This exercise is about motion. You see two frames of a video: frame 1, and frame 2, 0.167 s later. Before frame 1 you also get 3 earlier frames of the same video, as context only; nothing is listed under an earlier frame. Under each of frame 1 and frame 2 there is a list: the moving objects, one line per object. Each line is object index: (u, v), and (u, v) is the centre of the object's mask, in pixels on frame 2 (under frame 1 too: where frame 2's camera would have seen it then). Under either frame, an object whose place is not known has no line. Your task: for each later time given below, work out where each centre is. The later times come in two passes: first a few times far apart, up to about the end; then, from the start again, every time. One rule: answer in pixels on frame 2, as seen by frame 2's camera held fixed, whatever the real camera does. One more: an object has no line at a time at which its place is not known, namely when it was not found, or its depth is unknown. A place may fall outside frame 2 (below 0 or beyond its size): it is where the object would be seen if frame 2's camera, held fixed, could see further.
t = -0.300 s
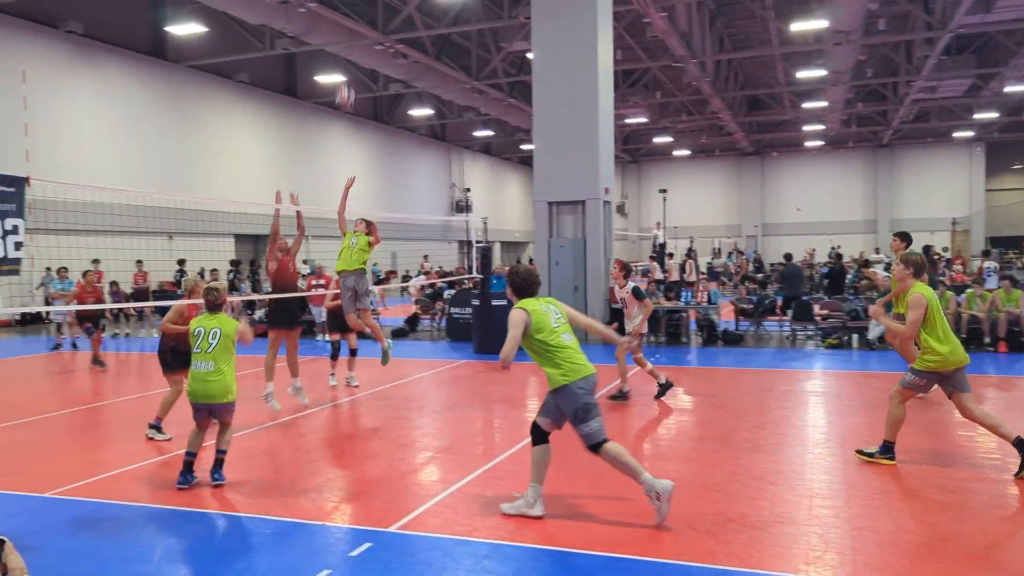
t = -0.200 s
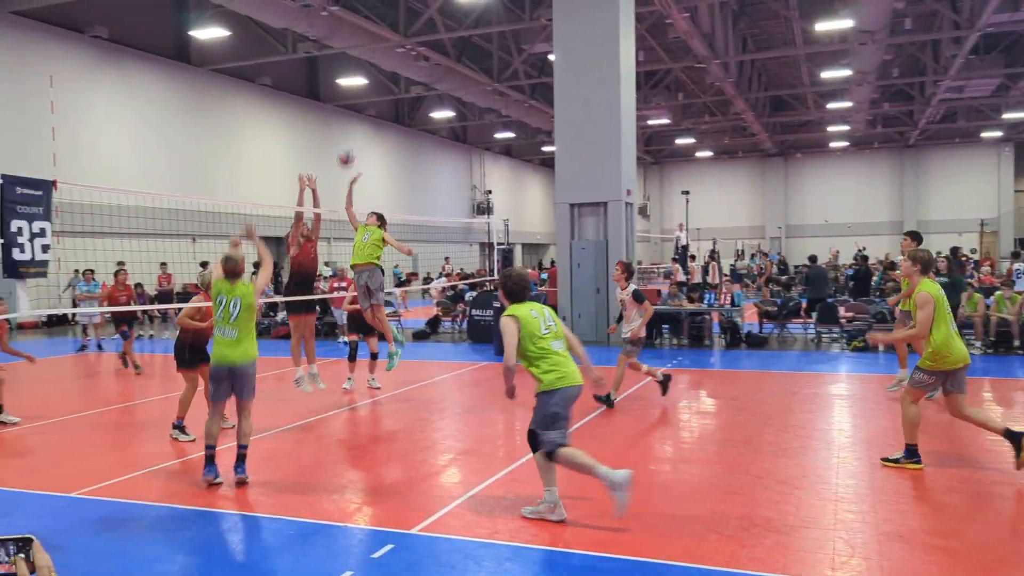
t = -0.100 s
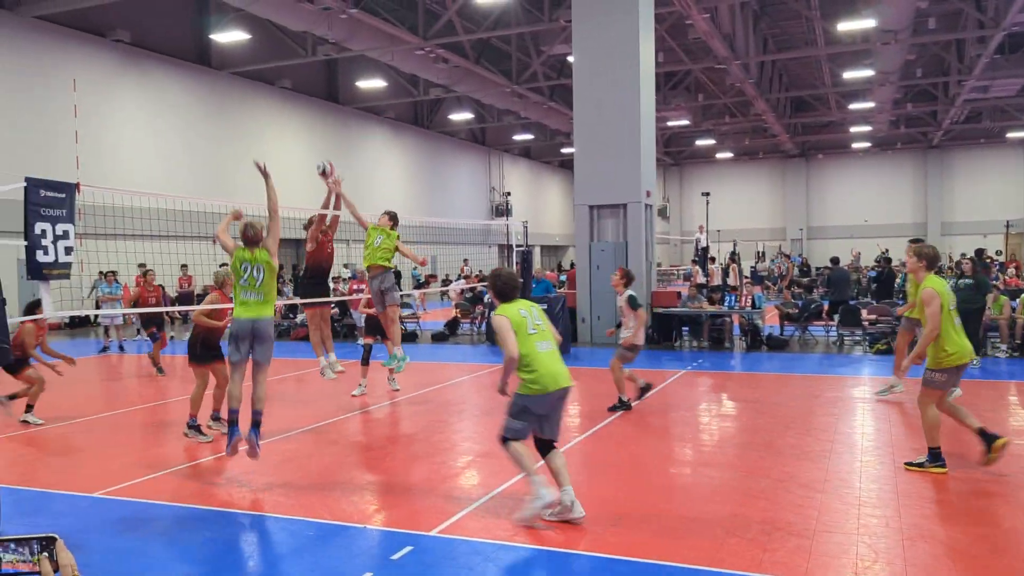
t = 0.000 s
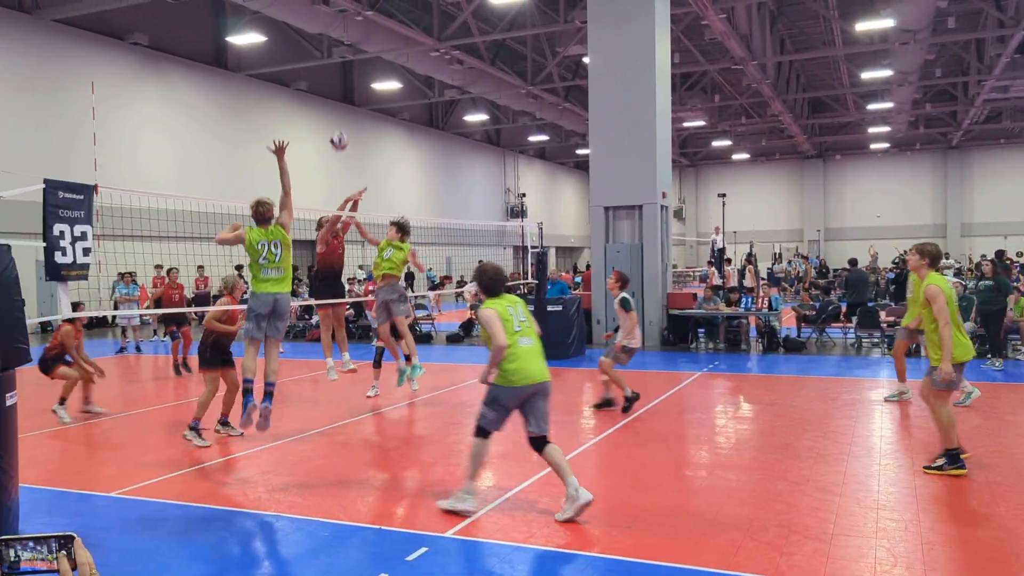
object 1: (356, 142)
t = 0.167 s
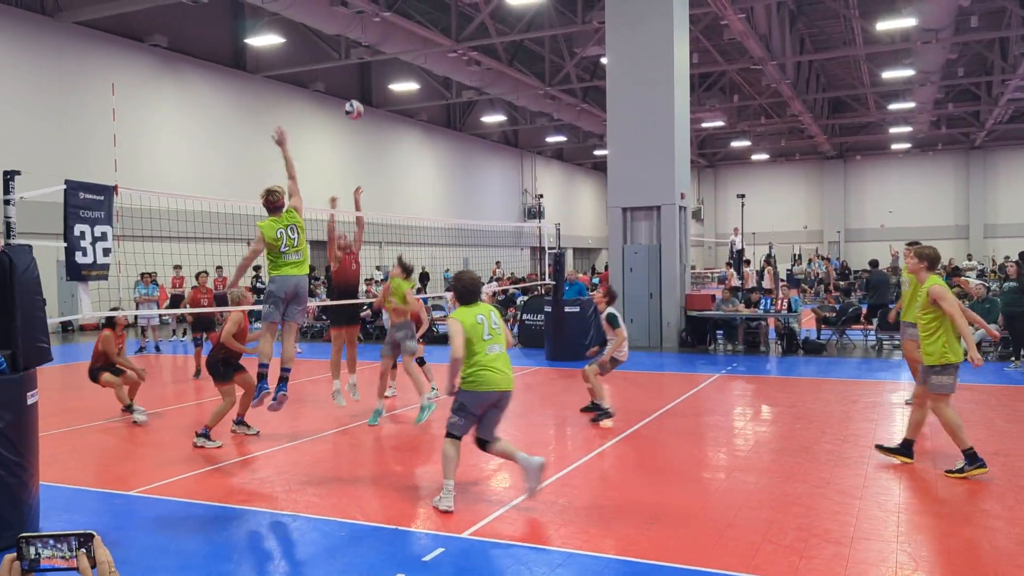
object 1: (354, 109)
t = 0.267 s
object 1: (353, 101)
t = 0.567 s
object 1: (351, 130)
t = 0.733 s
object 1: (350, 182)
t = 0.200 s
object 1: (353, 106)
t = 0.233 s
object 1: (353, 103)
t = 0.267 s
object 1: (353, 101)
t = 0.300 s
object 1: (352, 101)
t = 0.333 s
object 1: (352, 101)
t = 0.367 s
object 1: (352, 101)
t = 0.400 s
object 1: (351, 103)
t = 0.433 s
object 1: (351, 106)
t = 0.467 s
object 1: (351, 111)
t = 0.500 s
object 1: (351, 116)
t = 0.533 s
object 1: (351, 123)
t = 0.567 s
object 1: (351, 130)
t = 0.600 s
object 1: (351, 138)
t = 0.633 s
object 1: (350, 147)
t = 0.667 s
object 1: (350, 158)
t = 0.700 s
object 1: (350, 169)
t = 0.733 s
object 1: (350, 182)
